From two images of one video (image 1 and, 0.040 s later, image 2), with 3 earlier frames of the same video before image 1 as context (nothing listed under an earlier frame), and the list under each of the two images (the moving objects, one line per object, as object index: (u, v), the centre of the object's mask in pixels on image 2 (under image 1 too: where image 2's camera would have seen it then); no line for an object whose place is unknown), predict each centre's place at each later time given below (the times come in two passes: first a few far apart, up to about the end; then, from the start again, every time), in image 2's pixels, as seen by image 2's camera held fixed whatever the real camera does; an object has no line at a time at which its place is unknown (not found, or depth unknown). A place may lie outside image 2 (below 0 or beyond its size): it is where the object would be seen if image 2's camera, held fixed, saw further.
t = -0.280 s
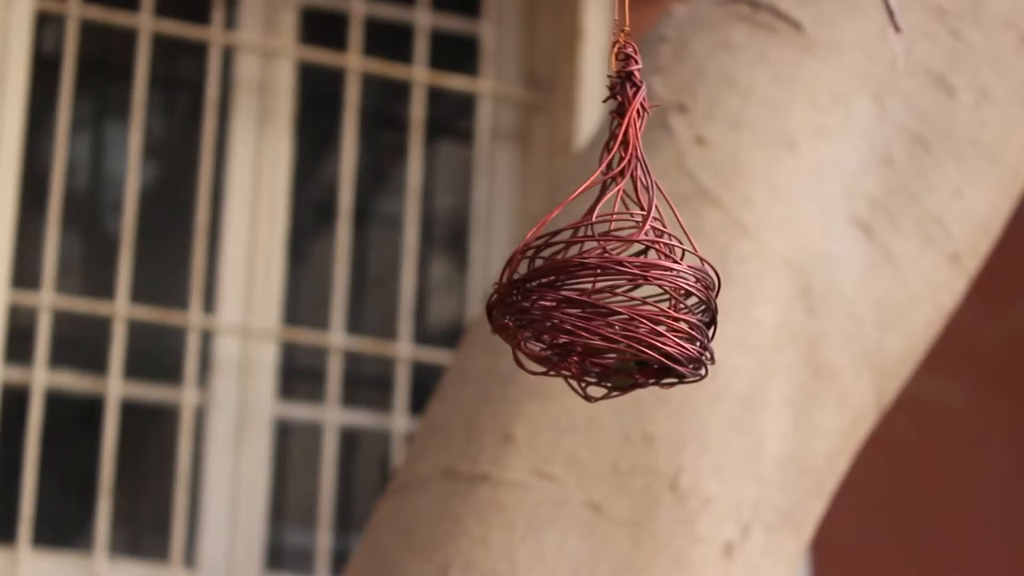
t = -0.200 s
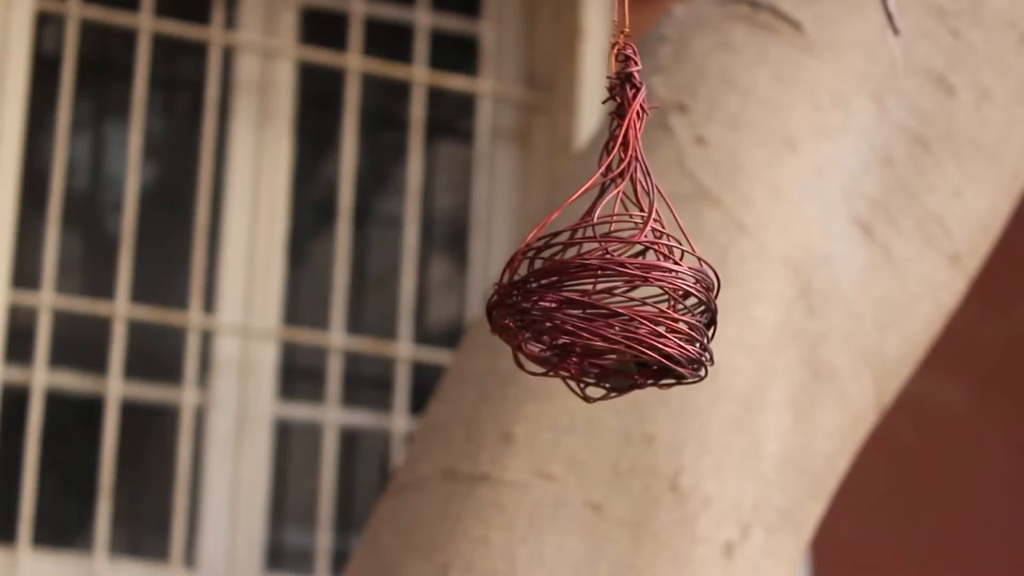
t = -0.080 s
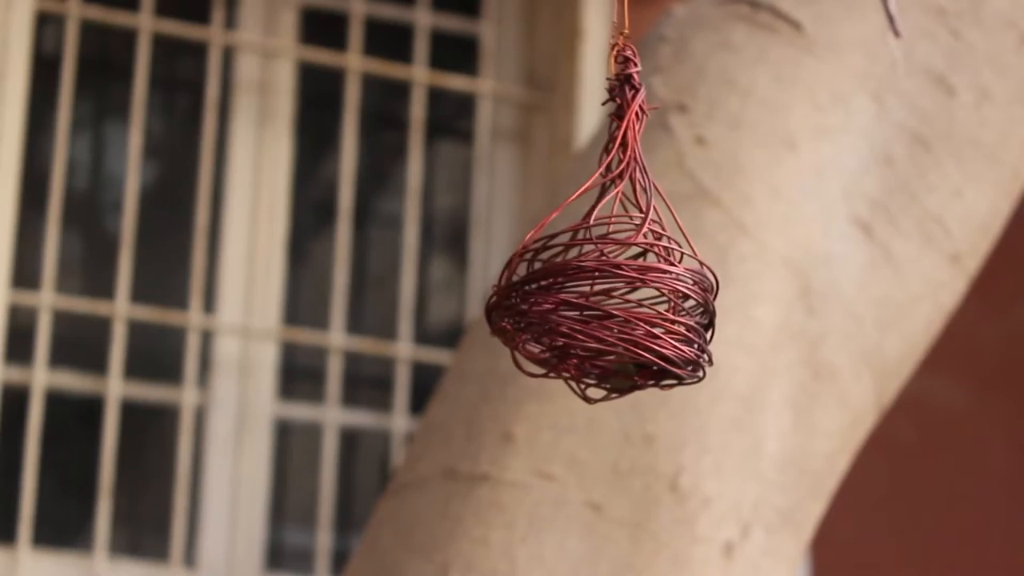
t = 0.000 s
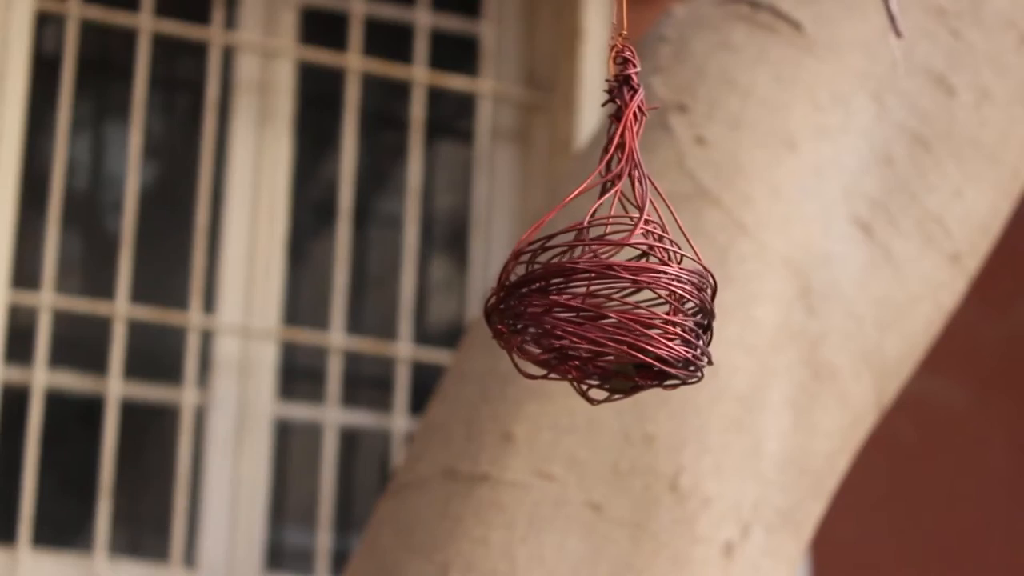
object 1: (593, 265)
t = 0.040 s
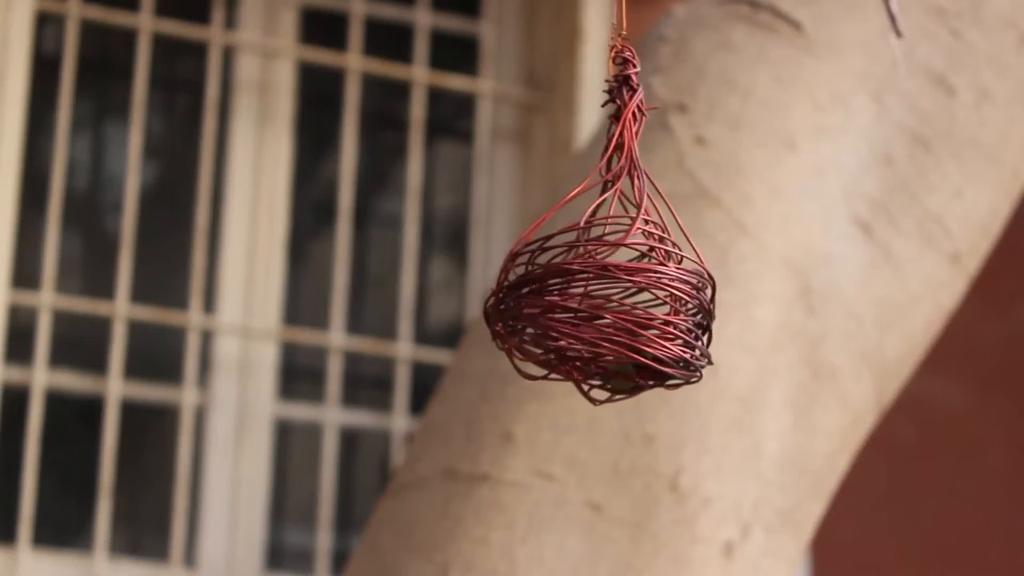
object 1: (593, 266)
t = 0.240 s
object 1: (593, 267)
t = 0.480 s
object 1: (600, 267)
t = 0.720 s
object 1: (609, 266)
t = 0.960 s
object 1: (611, 265)
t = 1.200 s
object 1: (598, 262)
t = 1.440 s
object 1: (586, 263)
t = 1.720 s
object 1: (578, 264)
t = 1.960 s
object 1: (574, 264)
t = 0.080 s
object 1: (592, 266)
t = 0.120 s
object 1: (591, 266)
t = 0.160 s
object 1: (592, 267)
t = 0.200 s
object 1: (593, 268)
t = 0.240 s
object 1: (593, 267)
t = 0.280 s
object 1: (597, 269)
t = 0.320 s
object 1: (595, 268)
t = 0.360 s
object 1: (595, 267)
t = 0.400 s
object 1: (598, 268)
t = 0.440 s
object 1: (600, 268)
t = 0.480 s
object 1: (600, 267)
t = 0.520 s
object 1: (604, 268)
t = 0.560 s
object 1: (603, 266)
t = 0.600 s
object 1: (605, 266)
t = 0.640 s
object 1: (608, 267)
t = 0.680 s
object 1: (609, 266)
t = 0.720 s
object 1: (609, 266)
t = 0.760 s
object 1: (610, 266)
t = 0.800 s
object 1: (610, 266)
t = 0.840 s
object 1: (611, 265)
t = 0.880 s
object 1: (612, 265)
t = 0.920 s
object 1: (612, 265)
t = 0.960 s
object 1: (611, 265)
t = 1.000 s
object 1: (610, 265)
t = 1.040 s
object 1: (609, 265)
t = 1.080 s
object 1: (607, 265)
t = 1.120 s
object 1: (604, 264)
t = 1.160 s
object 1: (600, 263)
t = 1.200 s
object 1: (598, 262)
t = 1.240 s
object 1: (597, 263)
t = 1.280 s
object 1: (595, 263)
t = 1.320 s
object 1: (593, 263)
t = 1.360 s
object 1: (590, 263)
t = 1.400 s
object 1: (589, 263)
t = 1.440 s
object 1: (586, 263)
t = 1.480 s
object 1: (585, 263)
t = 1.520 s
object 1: (585, 264)
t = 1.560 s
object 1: (583, 263)
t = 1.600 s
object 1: (581, 264)
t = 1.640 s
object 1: (580, 264)
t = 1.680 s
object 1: (579, 264)
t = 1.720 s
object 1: (578, 264)
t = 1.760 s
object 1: (577, 264)
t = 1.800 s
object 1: (576, 264)
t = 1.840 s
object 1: (575, 265)
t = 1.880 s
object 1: (574, 264)
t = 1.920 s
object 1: (576, 265)
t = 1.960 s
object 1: (574, 264)
